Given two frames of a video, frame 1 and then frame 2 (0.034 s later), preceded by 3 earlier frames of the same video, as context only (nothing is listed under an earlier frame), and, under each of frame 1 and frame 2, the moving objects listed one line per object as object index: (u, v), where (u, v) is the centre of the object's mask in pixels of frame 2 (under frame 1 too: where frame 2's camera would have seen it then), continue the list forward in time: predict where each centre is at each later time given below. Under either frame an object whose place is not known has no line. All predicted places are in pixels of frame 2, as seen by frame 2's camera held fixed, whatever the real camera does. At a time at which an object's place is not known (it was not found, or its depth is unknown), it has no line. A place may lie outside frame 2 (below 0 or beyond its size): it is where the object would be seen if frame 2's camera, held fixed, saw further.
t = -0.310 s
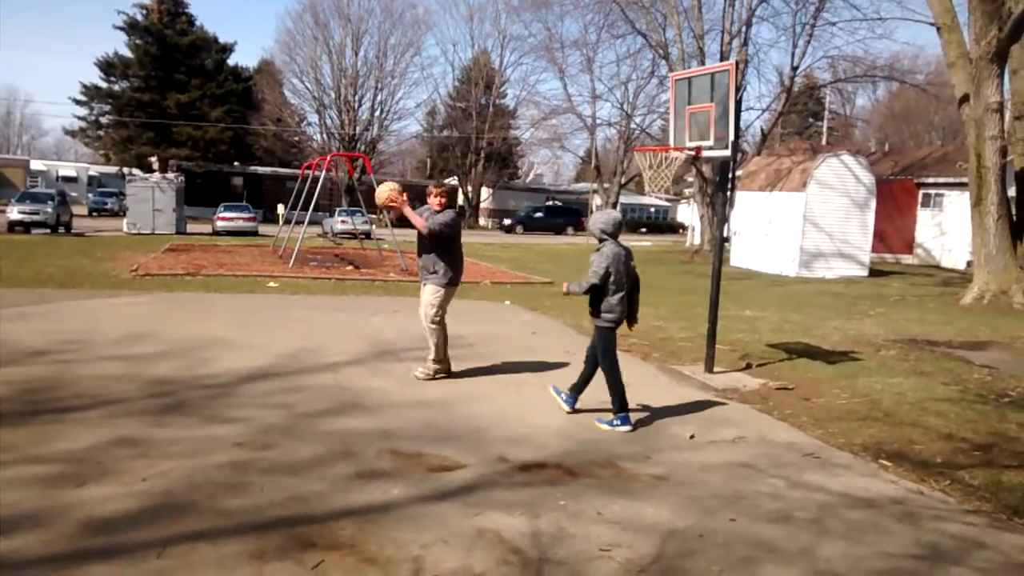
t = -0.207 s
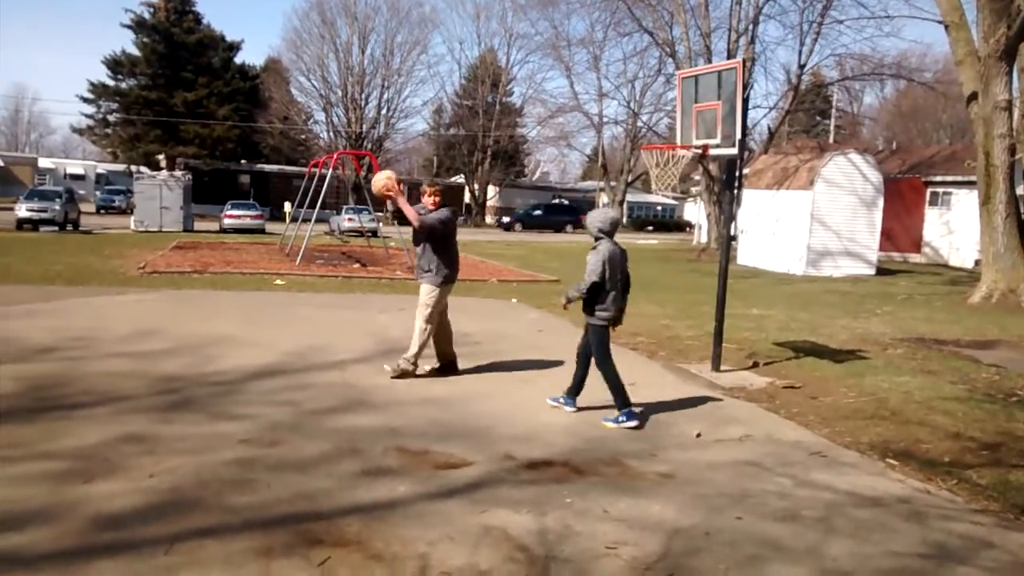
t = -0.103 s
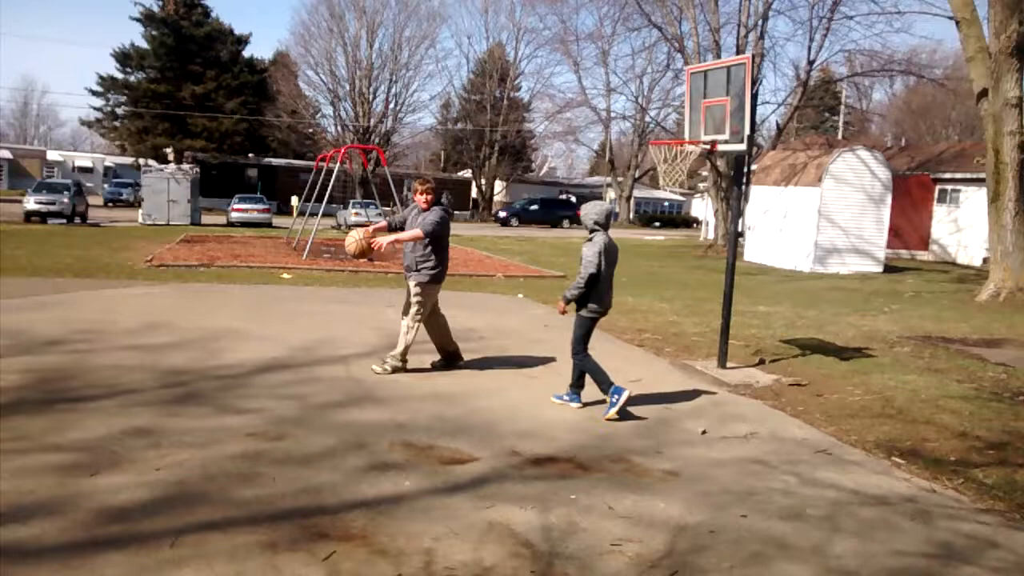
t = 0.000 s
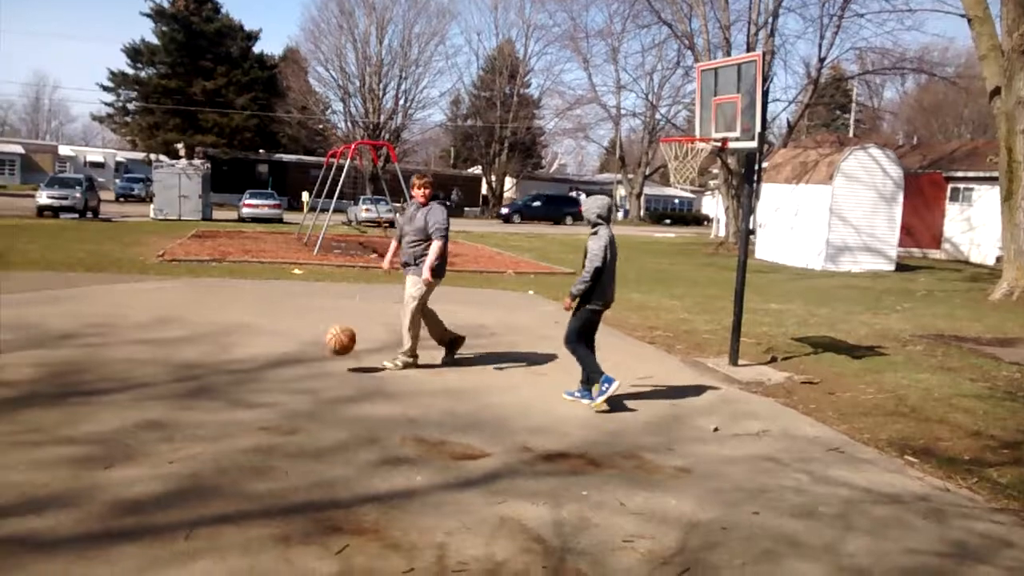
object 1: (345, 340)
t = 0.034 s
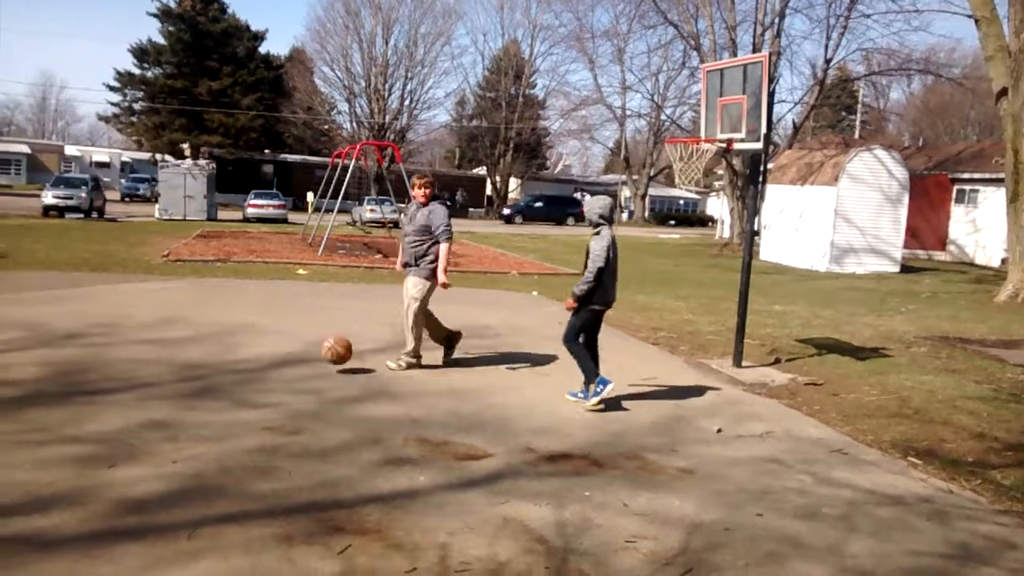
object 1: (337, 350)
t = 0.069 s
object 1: (333, 324)
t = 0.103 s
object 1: (330, 299)
